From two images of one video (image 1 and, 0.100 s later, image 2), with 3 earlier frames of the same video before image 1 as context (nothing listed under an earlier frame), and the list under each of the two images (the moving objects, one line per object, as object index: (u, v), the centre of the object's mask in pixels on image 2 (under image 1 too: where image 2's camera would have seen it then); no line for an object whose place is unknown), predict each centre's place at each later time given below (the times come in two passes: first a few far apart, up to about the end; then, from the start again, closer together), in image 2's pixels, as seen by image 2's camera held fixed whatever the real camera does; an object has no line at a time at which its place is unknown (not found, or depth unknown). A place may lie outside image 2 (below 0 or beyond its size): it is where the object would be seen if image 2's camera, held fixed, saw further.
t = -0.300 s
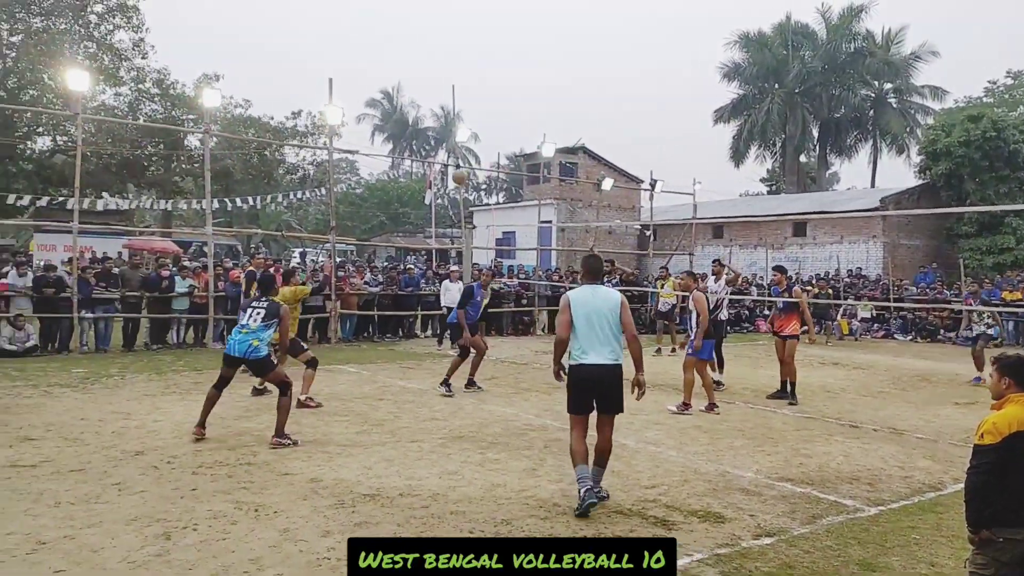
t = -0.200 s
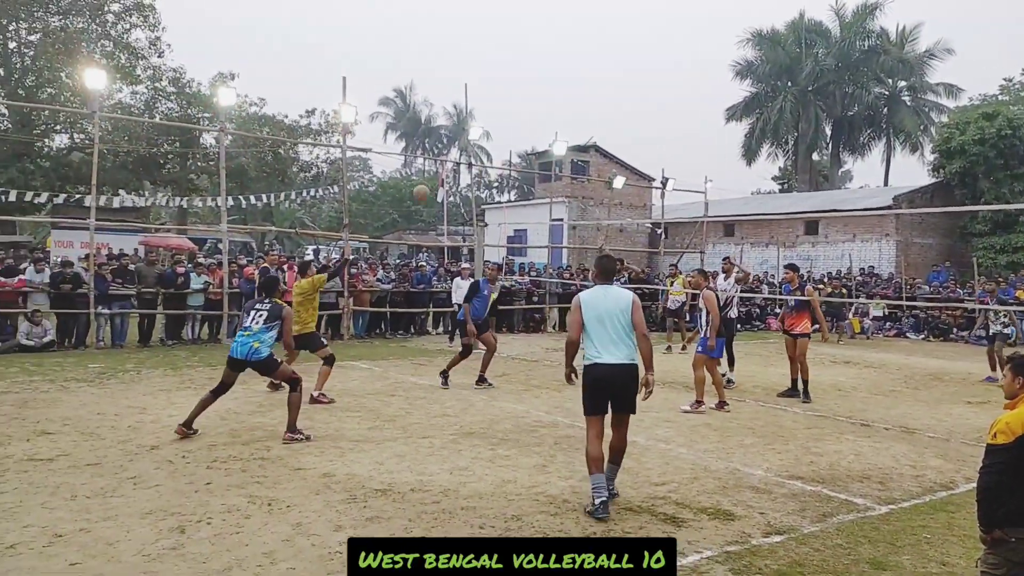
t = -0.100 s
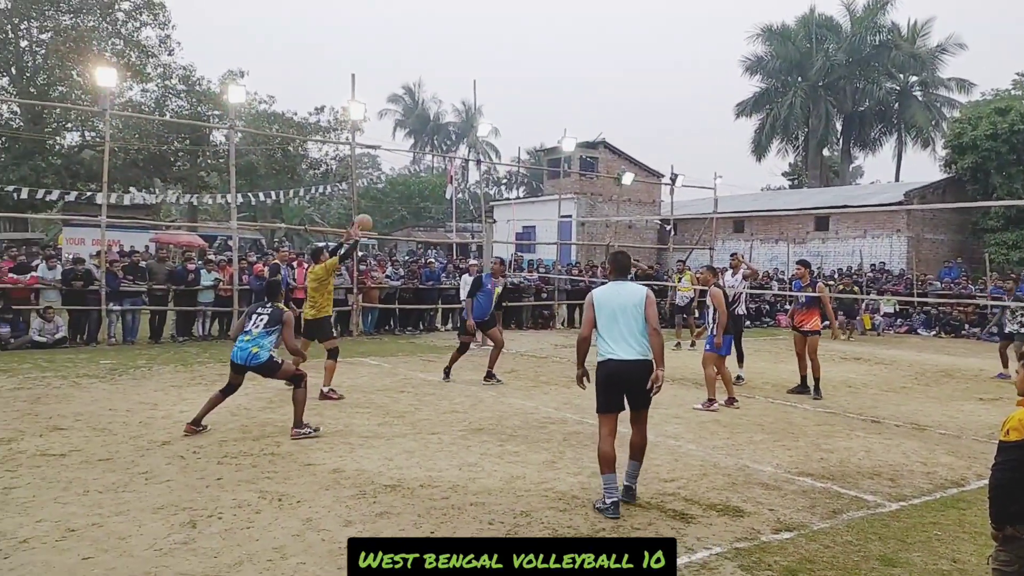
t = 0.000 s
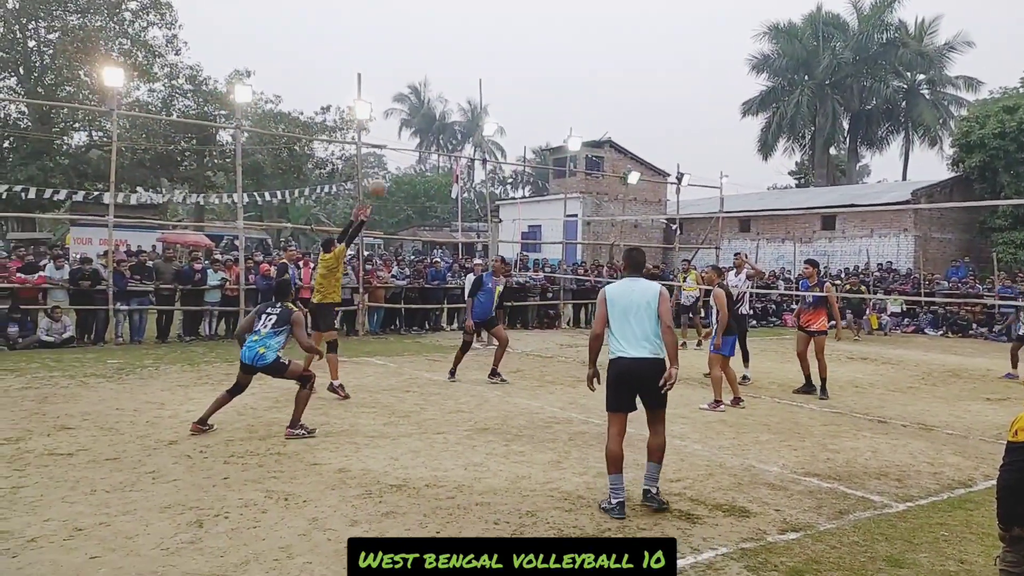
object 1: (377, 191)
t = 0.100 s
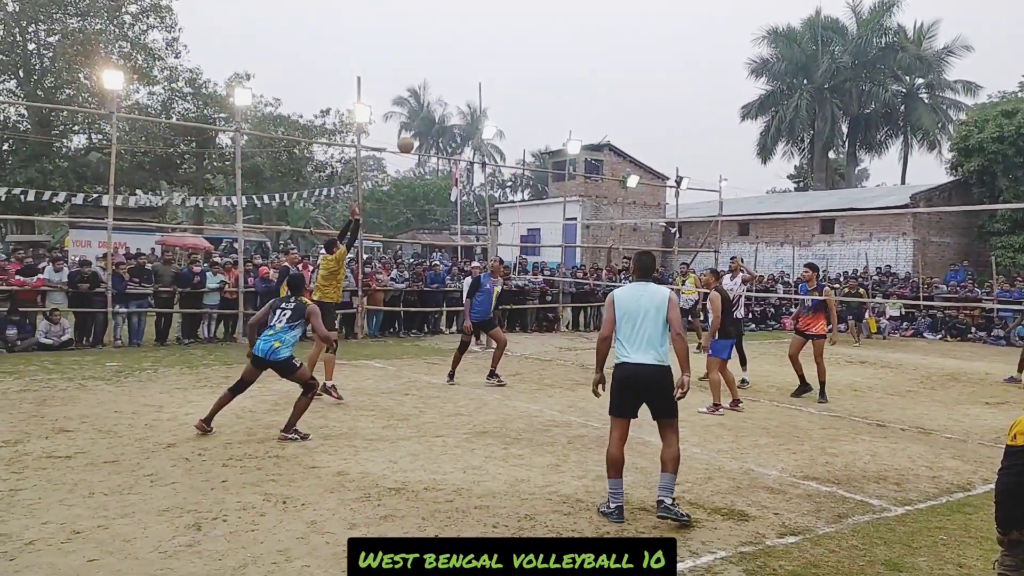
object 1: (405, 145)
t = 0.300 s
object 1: (456, 83)
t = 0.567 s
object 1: (529, 39)
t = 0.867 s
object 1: (599, 61)
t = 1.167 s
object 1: (660, 146)
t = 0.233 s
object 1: (442, 97)
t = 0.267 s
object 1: (447, 92)
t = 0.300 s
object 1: (456, 83)
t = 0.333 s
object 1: (469, 70)
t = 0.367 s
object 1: (478, 63)
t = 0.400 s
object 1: (488, 57)
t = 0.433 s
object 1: (497, 51)
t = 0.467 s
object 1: (505, 47)
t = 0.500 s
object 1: (514, 44)
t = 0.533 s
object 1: (522, 41)
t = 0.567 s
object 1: (529, 39)
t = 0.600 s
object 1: (537, 38)
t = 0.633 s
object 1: (545, 38)
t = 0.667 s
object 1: (553, 39)
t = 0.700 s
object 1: (561, 41)
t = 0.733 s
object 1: (568, 43)
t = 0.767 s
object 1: (576, 46)
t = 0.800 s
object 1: (583, 51)
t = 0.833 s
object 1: (591, 55)
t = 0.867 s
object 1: (599, 61)
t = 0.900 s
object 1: (605, 67)
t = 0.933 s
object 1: (613, 74)
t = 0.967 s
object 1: (620, 82)
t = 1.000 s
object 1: (627, 91)
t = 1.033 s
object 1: (633, 101)
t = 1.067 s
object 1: (640, 111)
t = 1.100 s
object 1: (647, 122)
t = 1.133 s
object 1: (653, 134)
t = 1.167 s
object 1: (660, 146)
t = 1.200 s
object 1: (663, 152)
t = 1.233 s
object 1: (672, 173)
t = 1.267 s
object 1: (678, 187)
